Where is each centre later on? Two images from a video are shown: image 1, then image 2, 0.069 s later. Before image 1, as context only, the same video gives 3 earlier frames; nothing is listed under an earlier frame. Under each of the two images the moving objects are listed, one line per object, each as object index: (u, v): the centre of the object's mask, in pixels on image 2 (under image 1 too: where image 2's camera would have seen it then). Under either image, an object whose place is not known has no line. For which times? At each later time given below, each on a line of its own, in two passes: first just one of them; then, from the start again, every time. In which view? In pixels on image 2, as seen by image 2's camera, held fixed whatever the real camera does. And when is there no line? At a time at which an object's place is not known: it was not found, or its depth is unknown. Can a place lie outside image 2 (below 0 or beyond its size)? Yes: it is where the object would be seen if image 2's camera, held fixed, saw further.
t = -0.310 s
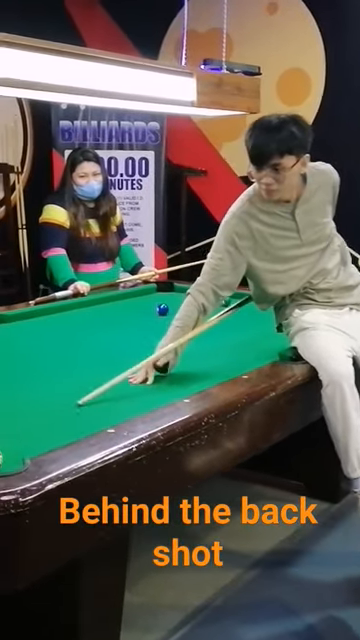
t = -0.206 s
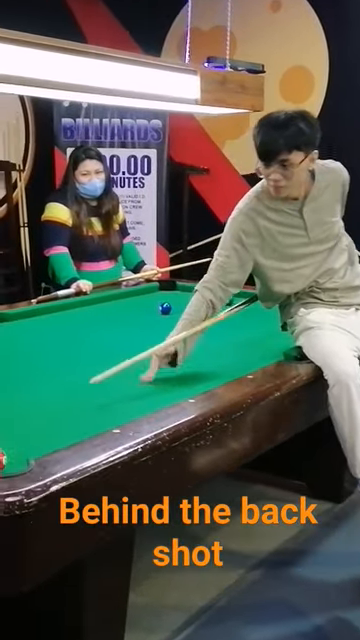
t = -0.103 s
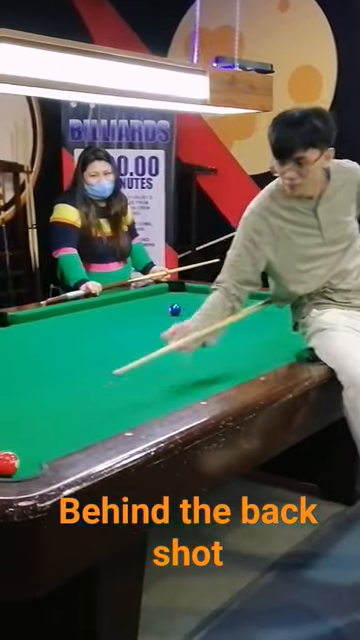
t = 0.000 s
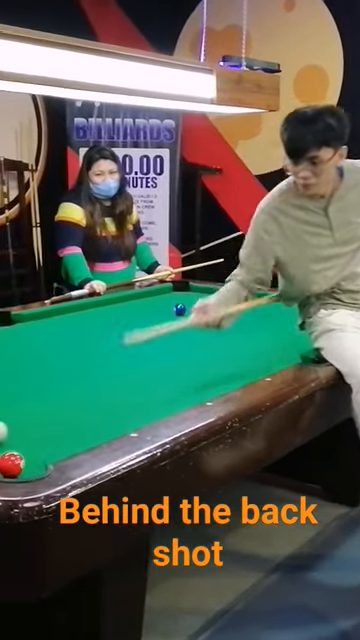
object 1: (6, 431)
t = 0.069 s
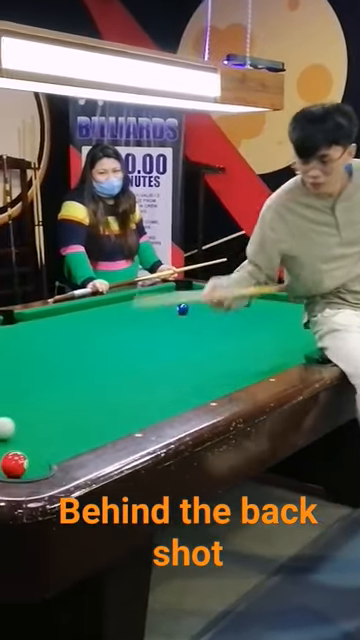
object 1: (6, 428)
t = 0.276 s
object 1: (14, 419)
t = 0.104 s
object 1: (6, 426)
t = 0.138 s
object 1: (7, 425)
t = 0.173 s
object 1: (9, 423)
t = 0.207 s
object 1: (11, 421)
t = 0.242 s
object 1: (13, 420)
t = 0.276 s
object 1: (14, 419)
